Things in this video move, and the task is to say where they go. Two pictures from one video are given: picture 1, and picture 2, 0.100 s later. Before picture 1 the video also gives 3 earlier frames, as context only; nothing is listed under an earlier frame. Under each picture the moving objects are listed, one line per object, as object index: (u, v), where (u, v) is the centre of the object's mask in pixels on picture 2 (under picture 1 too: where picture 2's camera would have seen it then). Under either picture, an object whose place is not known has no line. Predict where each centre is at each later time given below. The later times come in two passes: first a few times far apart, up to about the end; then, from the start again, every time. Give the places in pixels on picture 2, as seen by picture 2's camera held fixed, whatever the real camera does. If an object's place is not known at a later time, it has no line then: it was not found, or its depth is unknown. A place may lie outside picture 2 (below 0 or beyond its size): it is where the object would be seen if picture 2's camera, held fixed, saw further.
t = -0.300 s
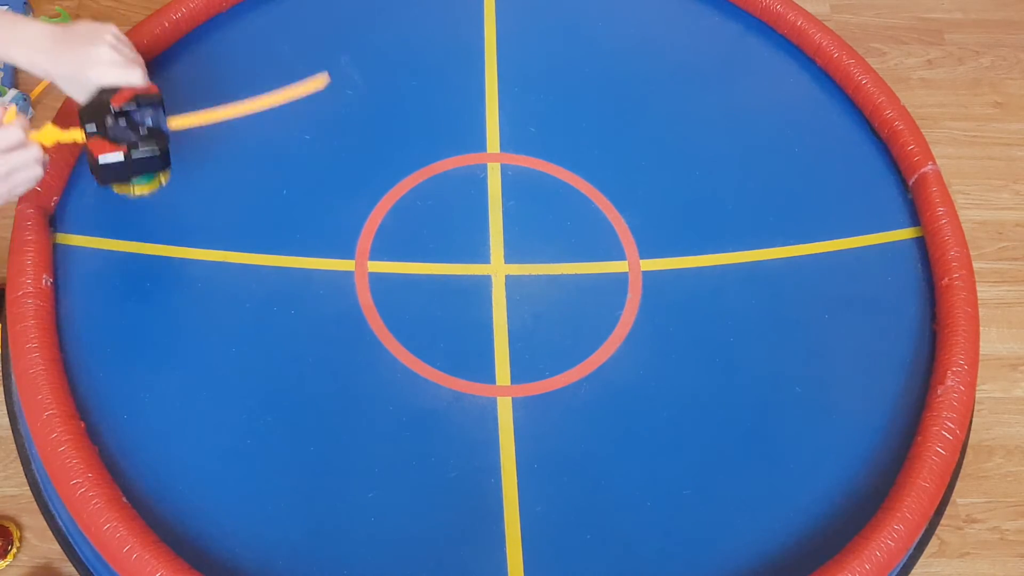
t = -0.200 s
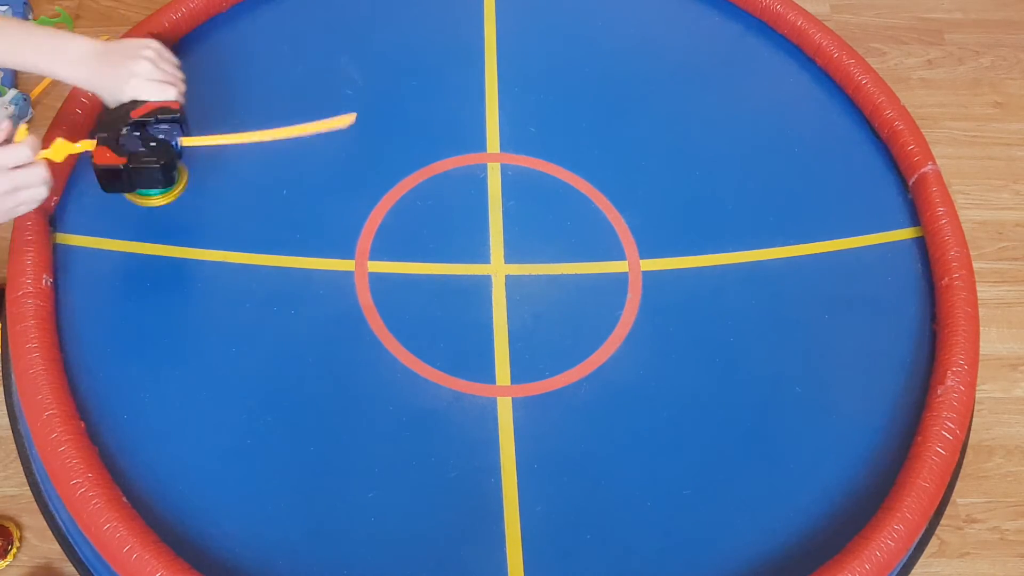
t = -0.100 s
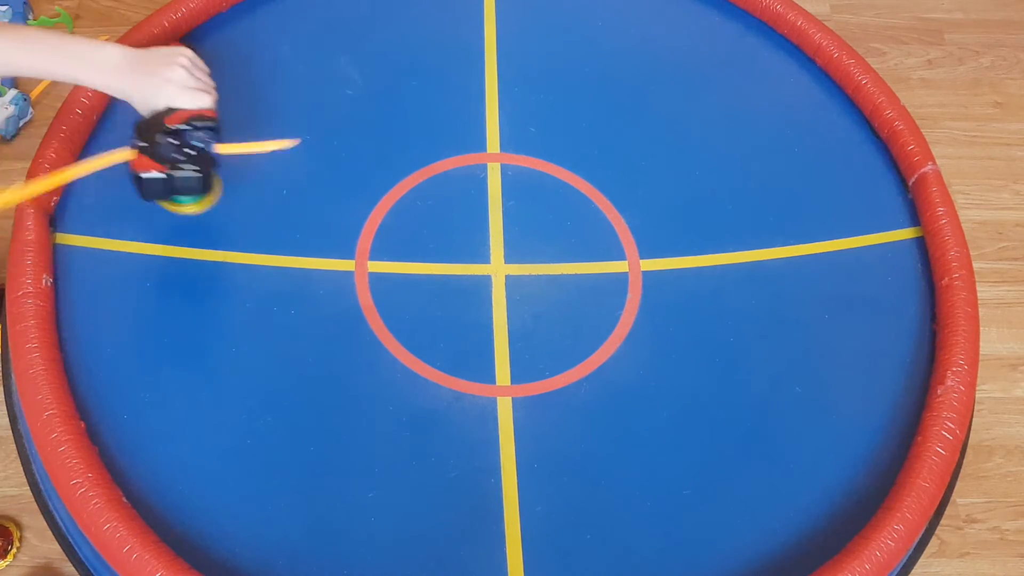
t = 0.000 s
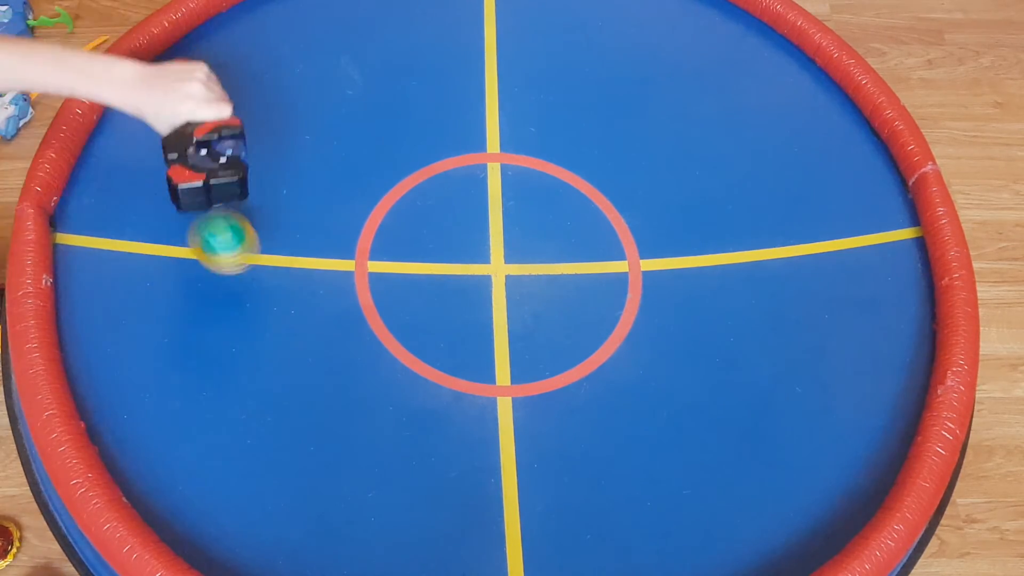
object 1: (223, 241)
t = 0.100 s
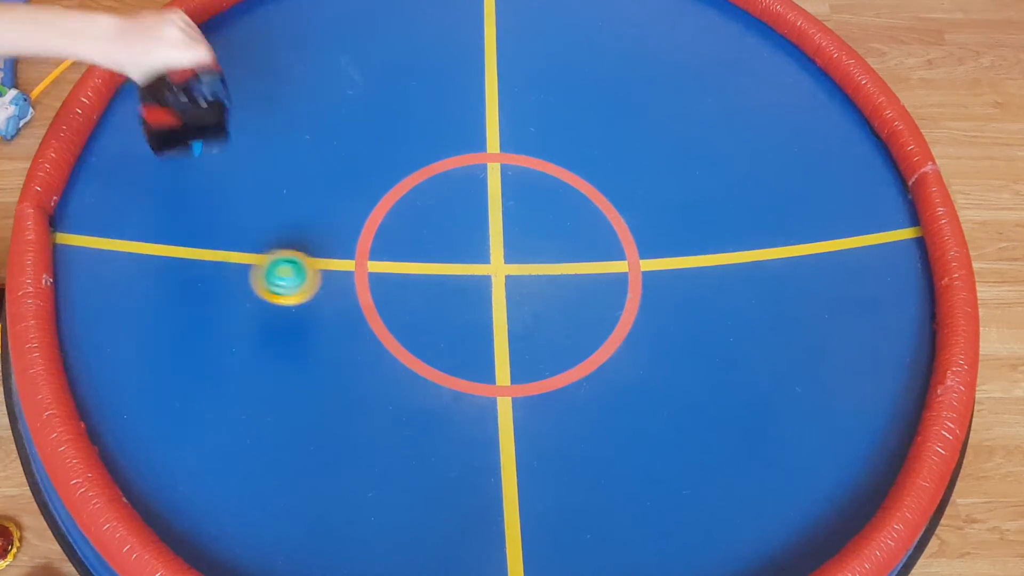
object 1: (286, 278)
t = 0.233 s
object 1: (382, 320)
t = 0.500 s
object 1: (564, 324)
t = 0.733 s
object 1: (652, 305)
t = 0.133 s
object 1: (309, 288)
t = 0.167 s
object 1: (332, 301)
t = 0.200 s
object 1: (357, 320)
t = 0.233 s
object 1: (382, 320)
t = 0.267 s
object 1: (410, 322)
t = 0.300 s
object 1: (435, 330)
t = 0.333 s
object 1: (461, 342)
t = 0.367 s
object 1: (484, 338)
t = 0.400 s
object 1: (505, 333)
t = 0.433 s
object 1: (530, 334)
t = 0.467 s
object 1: (546, 333)
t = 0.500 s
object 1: (564, 324)
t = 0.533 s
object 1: (581, 320)
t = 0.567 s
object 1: (595, 317)
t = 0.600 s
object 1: (610, 312)
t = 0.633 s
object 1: (623, 312)
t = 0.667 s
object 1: (635, 308)
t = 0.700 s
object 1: (645, 306)
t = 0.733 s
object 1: (652, 305)
